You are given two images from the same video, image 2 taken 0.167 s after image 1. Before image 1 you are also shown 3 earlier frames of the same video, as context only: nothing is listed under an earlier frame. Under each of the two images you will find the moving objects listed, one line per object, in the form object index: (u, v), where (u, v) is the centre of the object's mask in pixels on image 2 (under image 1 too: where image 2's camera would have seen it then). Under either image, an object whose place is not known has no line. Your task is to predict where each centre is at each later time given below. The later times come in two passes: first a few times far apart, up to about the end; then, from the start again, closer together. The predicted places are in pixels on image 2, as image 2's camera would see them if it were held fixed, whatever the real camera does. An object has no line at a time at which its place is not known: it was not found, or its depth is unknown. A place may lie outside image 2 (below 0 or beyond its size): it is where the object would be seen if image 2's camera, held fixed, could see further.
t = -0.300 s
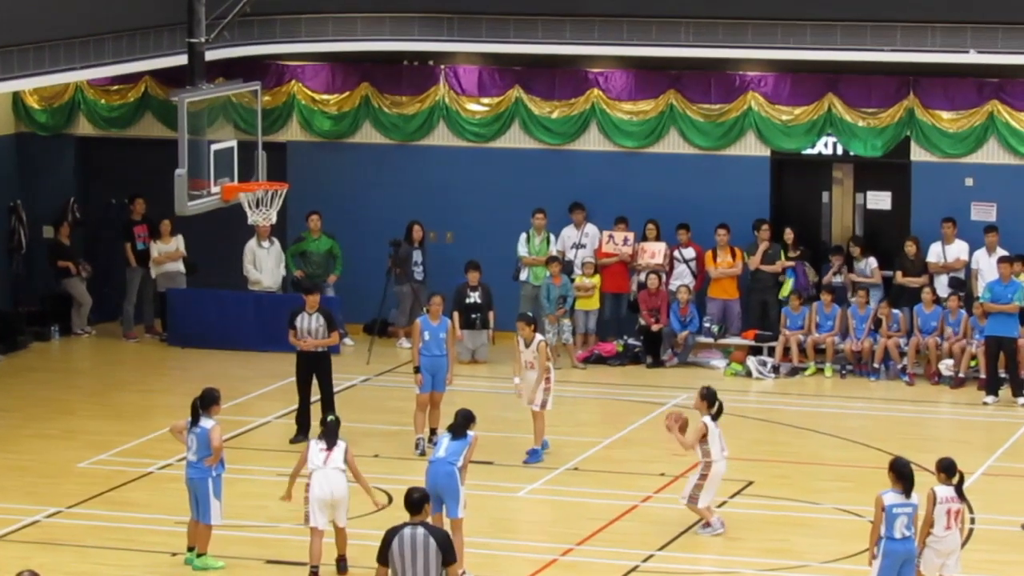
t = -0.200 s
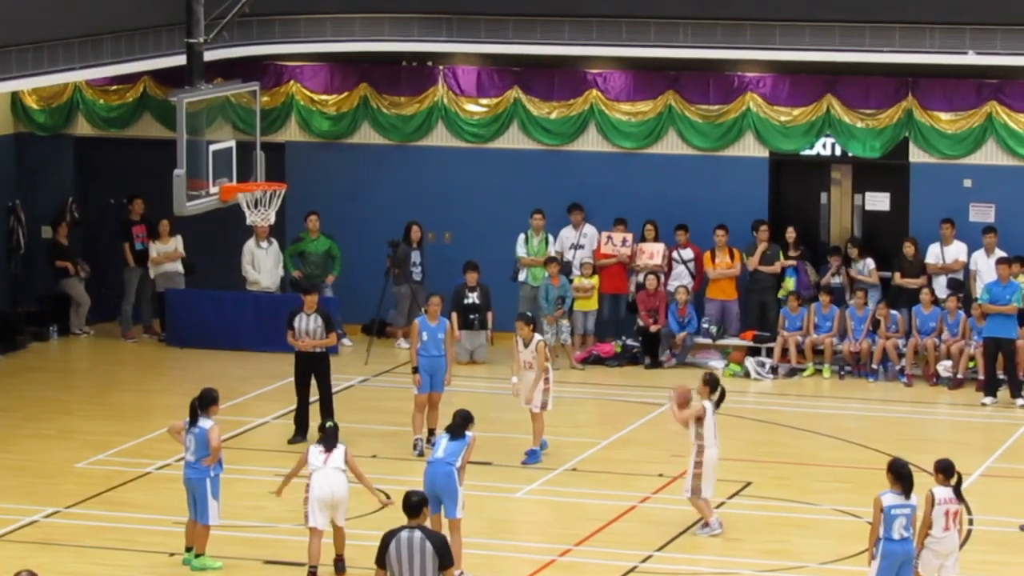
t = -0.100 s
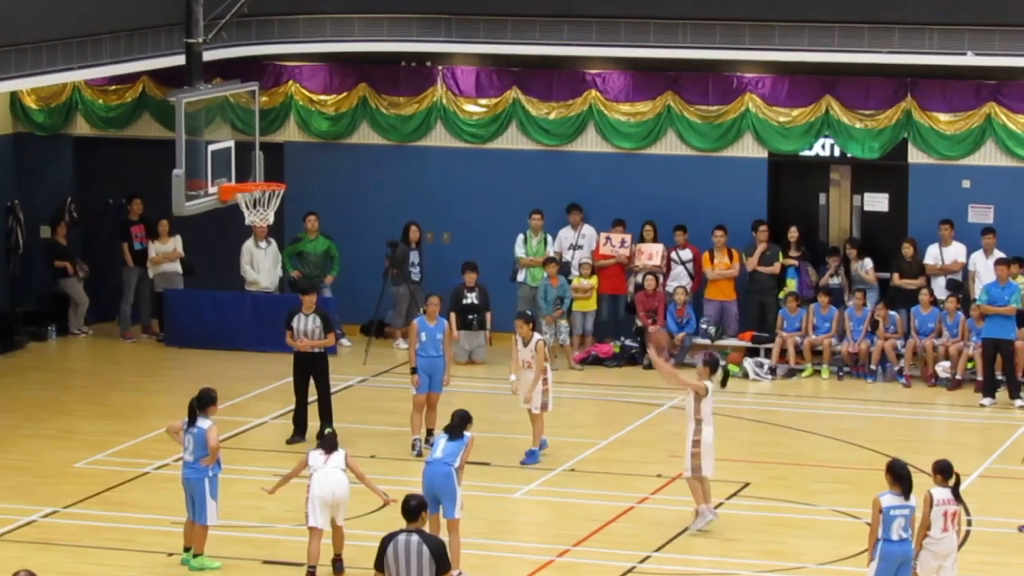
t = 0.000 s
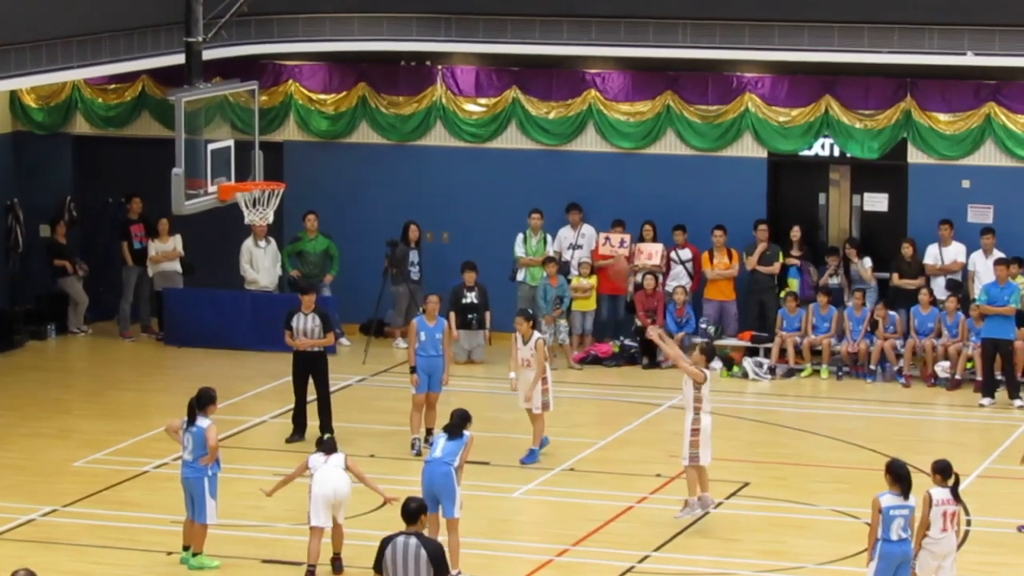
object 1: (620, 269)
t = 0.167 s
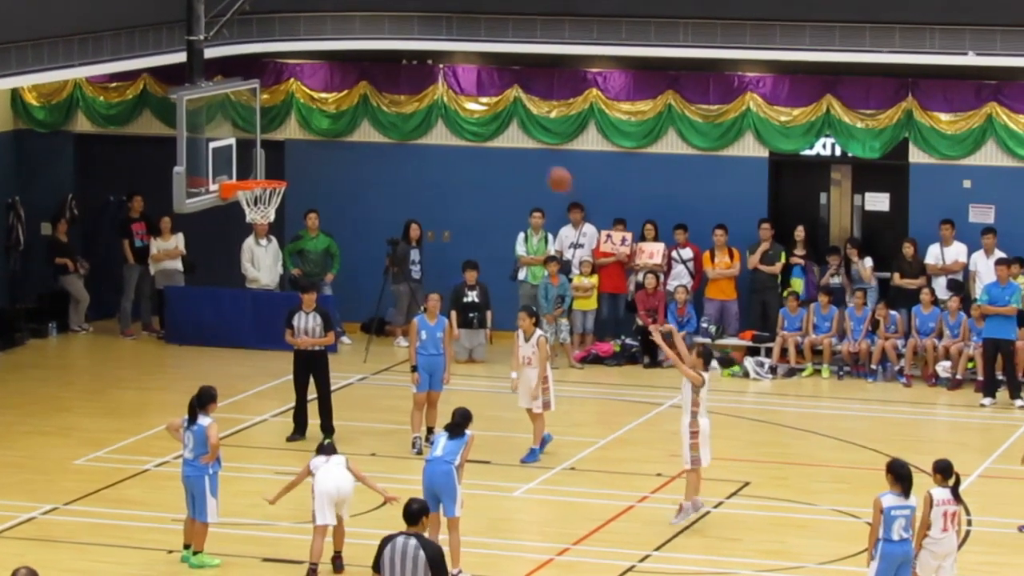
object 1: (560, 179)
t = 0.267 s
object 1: (524, 140)
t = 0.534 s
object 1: (428, 86)
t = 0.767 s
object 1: (350, 101)
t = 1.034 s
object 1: (263, 177)
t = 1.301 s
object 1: (243, 226)
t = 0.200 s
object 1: (548, 165)
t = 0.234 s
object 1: (536, 153)
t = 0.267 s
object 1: (524, 140)
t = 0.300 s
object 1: (511, 129)
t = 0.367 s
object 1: (489, 113)
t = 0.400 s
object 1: (476, 104)
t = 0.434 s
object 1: (464, 98)
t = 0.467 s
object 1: (453, 93)
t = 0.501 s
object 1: (441, 90)
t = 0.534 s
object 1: (428, 86)
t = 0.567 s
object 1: (417, 84)
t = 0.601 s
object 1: (407, 85)
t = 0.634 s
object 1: (395, 85)
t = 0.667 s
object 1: (384, 87)
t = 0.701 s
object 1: (372, 91)
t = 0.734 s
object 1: (362, 94)
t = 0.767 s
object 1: (350, 101)
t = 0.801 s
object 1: (340, 108)
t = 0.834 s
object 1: (329, 115)
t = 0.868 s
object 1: (318, 124)
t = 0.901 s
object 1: (306, 134)
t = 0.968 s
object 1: (284, 156)
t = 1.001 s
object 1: (274, 168)
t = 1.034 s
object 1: (263, 177)
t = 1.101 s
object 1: (243, 204)
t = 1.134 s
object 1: (241, 205)
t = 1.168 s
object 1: (242, 209)
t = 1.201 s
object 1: (242, 211)
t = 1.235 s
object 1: (243, 215)
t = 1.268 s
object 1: (243, 220)
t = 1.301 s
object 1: (243, 226)
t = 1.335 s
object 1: (243, 232)
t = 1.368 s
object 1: (243, 241)
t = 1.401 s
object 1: (243, 251)
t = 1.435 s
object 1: (244, 262)
